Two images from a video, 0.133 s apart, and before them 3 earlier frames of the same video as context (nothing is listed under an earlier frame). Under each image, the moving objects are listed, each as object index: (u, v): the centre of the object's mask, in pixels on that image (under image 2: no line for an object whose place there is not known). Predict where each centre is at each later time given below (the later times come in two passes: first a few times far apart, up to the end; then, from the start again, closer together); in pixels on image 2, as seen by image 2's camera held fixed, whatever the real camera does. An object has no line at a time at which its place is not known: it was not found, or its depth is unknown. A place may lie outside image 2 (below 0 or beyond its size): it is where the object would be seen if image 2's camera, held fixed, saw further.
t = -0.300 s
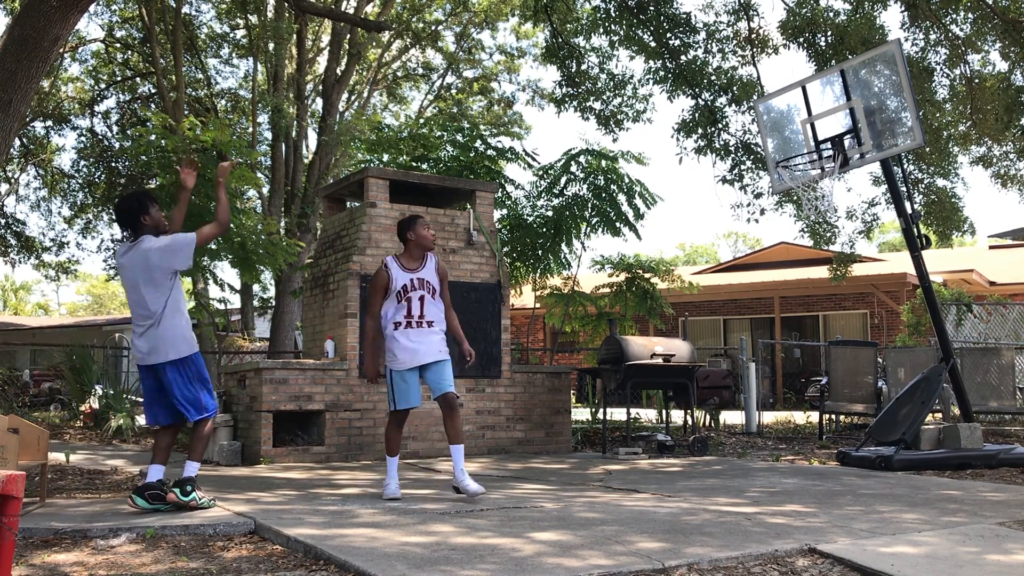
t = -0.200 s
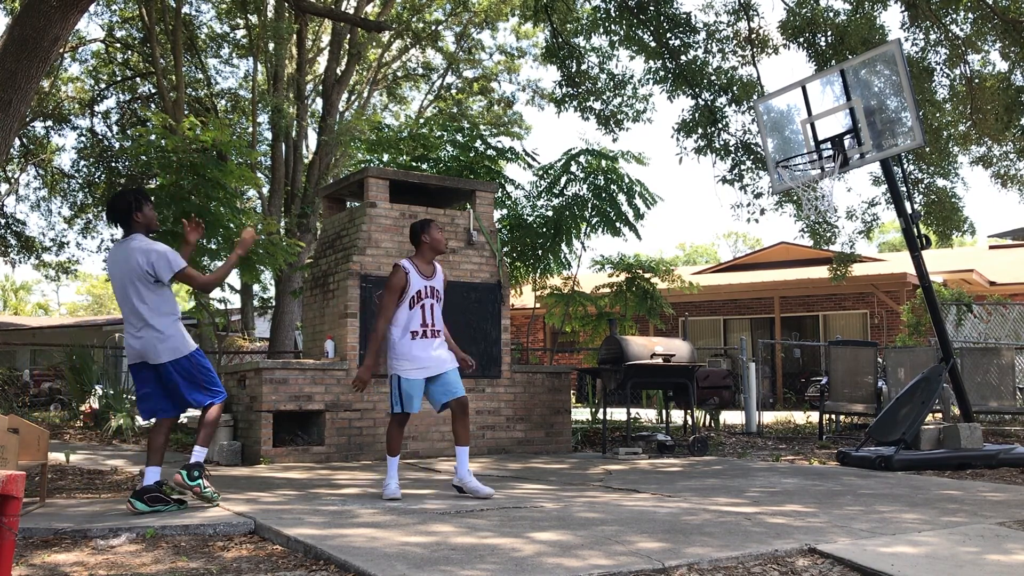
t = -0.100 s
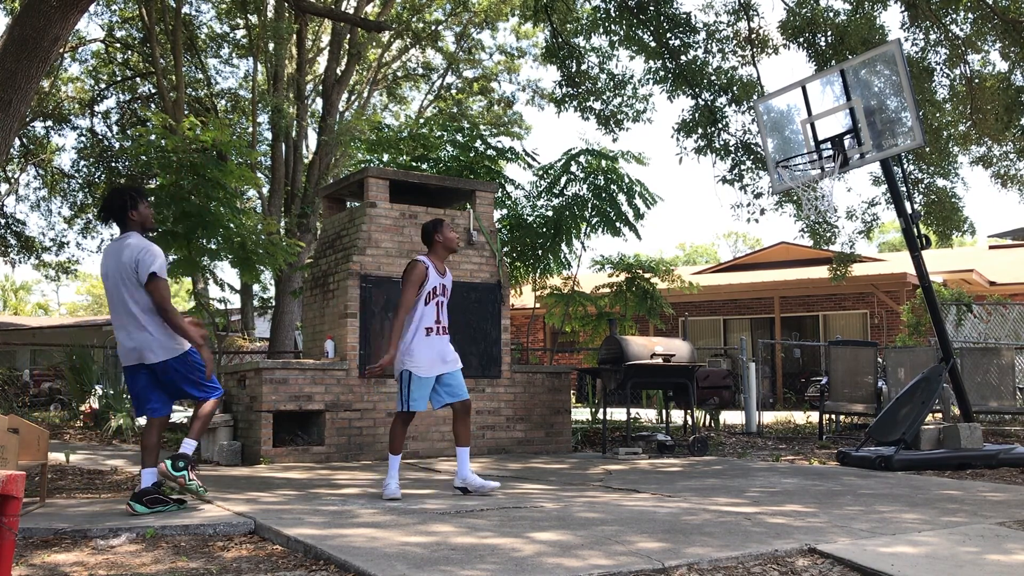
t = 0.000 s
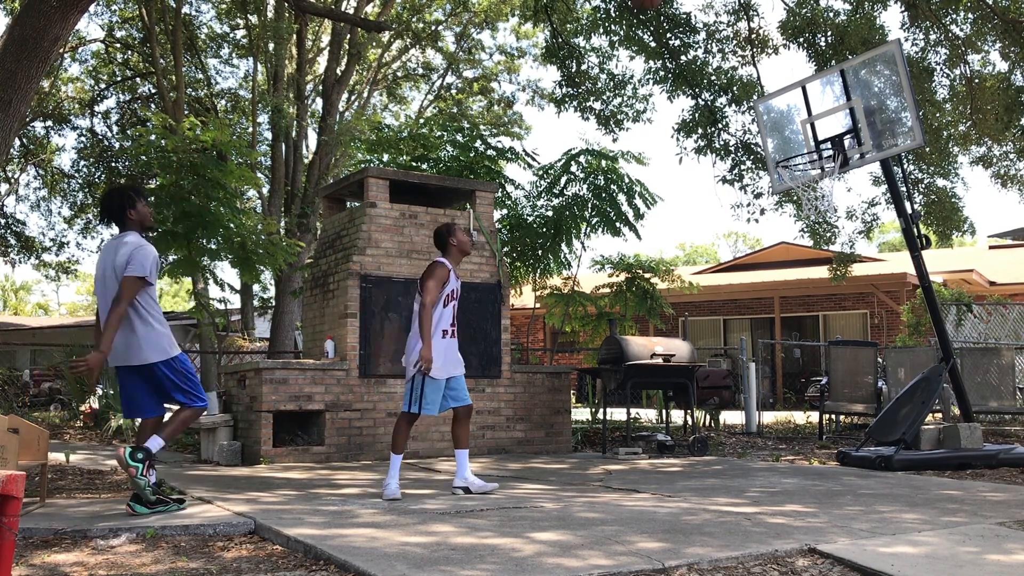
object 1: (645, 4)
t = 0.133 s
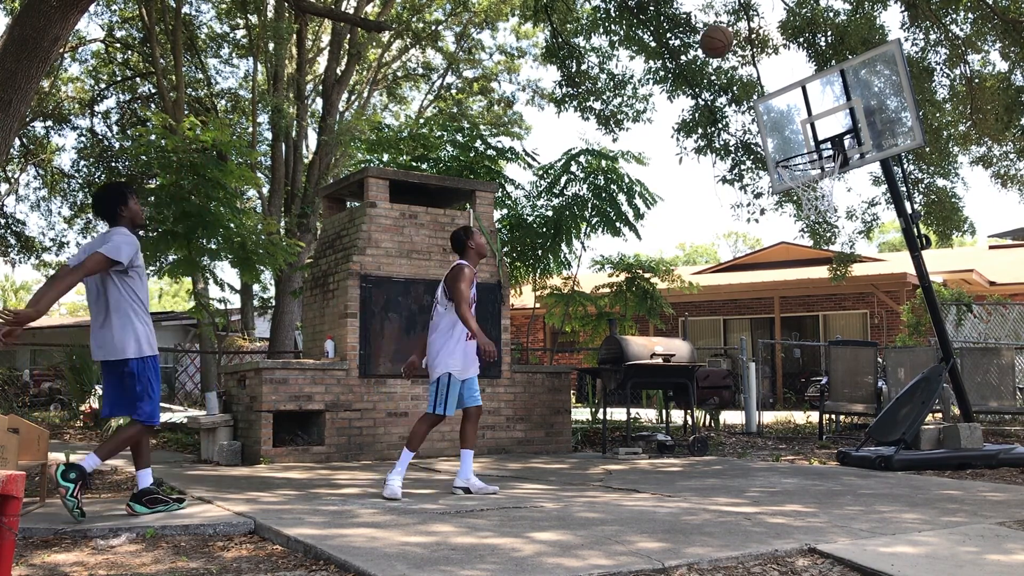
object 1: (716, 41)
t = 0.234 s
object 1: (766, 91)
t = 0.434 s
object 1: (810, 168)
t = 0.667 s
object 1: (825, 201)
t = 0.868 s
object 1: (834, 265)
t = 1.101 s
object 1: (851, 411)
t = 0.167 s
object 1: (733, 57)
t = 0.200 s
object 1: (749, 73)
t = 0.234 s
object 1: (766, 91)
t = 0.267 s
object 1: (782, 110)
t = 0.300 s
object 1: (798, 129)
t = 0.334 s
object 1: (813, 151)
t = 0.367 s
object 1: (811, 157)
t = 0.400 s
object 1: (806, 161)
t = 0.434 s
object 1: (810, 168)
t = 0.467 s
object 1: (814, 175)
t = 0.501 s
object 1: (815, 181)
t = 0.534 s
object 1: (820, 185)
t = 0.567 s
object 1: (821, 191)
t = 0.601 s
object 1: (821, 193)
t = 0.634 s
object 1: (823, 195)
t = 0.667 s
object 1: (825, 201)
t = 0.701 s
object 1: (826, 208)
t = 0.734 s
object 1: (828, 216)
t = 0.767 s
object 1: (829, 226)
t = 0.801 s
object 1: (830, 238)
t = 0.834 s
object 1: (832, 250)
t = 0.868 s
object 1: (834, 265)
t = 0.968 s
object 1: (840, 318)
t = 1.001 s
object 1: (843, 339)
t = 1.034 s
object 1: (844, 361)
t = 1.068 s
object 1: (847, 386)
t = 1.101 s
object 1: (851, 411)
